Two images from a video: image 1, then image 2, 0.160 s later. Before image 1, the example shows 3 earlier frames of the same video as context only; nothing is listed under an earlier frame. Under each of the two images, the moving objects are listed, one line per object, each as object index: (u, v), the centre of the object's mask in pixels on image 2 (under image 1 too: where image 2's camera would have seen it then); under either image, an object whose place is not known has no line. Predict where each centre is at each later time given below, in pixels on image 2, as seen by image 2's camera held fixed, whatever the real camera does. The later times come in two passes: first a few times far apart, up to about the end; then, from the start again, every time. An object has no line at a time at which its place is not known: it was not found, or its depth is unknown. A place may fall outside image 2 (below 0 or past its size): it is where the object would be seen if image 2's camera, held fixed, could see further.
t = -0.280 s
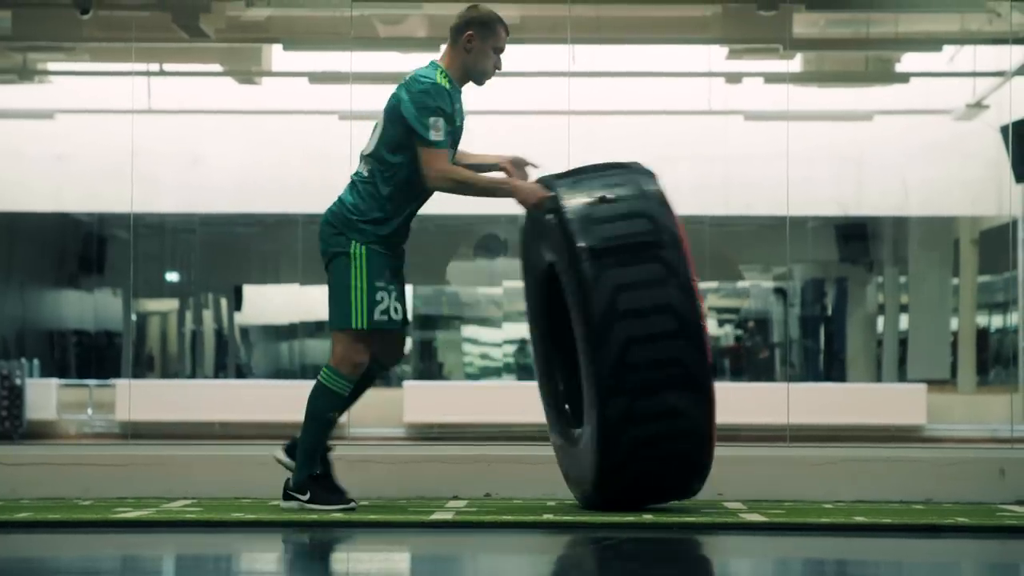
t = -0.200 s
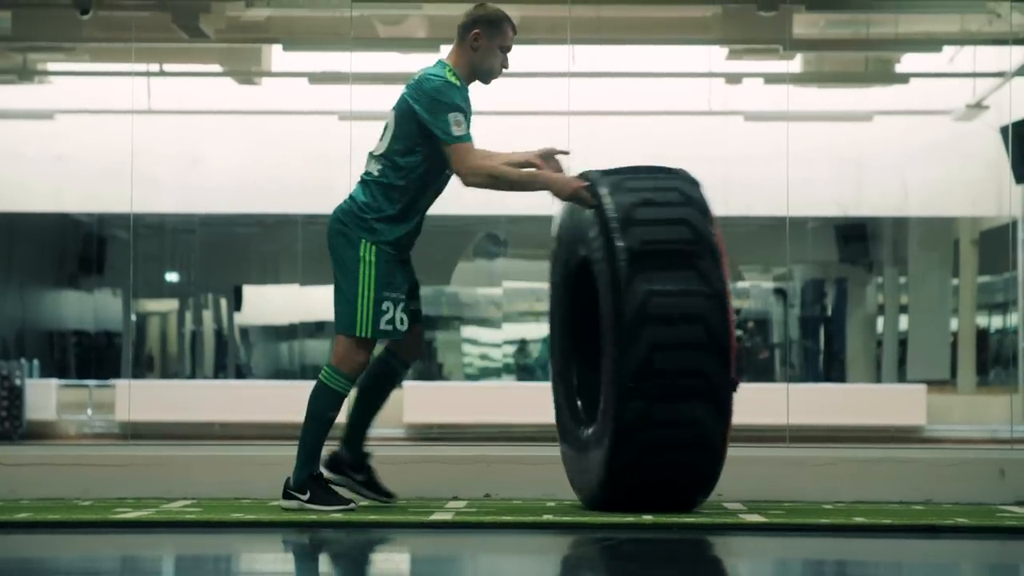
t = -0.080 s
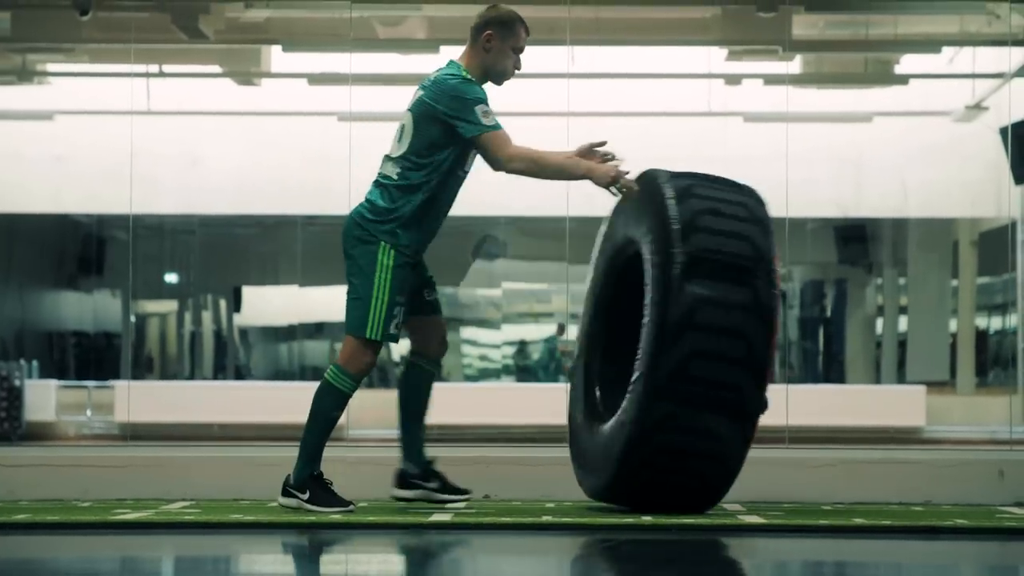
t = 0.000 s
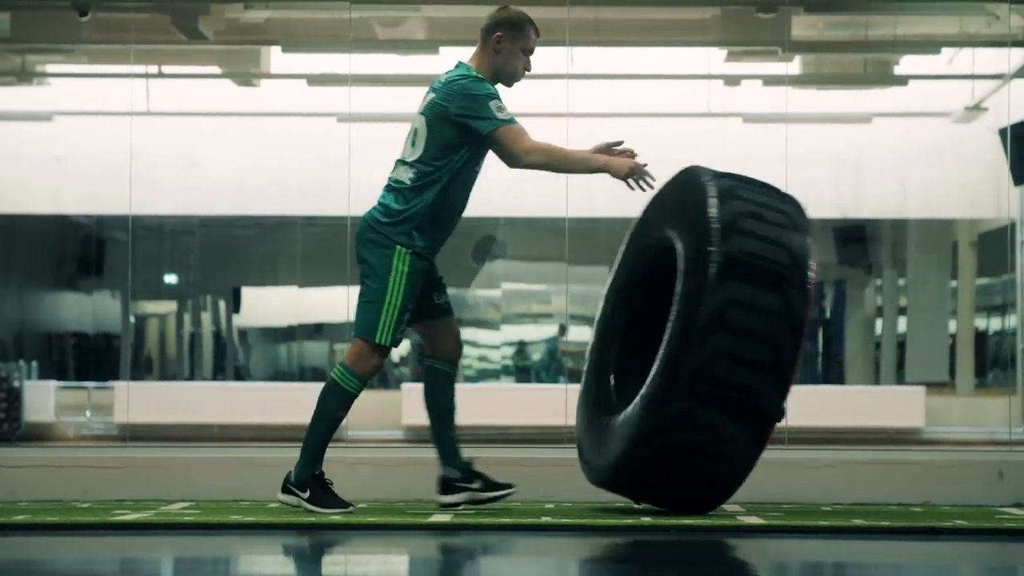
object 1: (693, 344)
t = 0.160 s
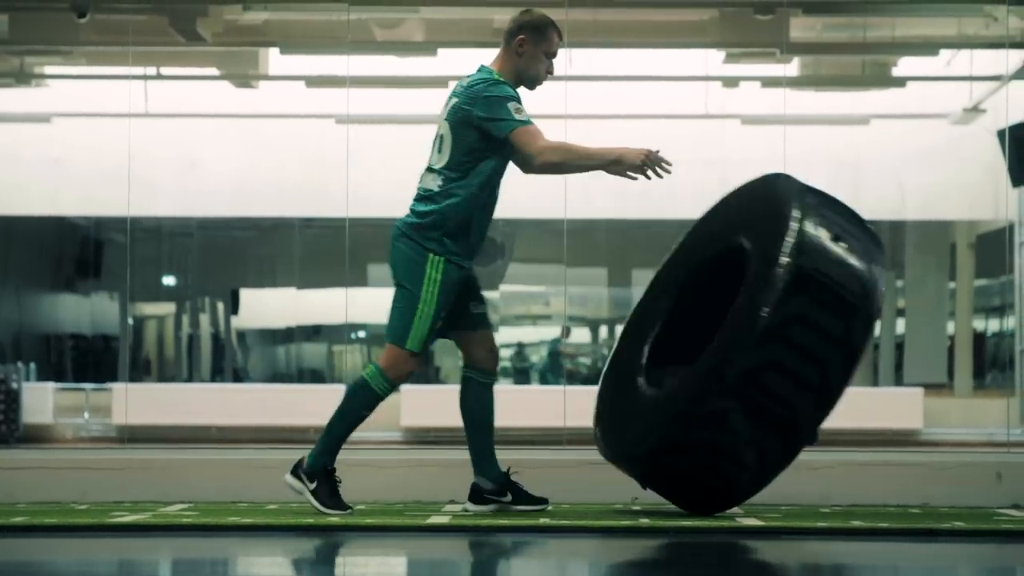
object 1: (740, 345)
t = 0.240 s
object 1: (764, 352)
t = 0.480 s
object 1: (831, 389)
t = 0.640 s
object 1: (868, 416)
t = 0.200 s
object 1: (752, 348)
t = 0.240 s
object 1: (764, 352)
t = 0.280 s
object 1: (776, 357)
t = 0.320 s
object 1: (787, 363)
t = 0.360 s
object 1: (799, 369)
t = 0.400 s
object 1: (809, 375)
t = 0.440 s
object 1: (820, 381)
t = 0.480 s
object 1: (831, 389)
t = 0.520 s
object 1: (843, 396)
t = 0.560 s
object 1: (854, 404)
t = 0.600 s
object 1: (861, 411)
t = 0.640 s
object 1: (868, 416)
